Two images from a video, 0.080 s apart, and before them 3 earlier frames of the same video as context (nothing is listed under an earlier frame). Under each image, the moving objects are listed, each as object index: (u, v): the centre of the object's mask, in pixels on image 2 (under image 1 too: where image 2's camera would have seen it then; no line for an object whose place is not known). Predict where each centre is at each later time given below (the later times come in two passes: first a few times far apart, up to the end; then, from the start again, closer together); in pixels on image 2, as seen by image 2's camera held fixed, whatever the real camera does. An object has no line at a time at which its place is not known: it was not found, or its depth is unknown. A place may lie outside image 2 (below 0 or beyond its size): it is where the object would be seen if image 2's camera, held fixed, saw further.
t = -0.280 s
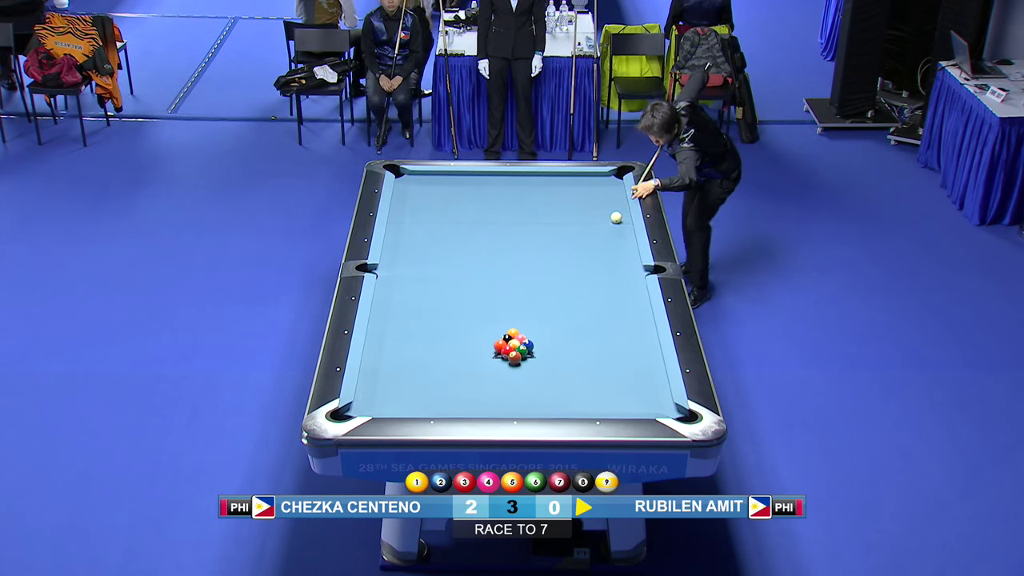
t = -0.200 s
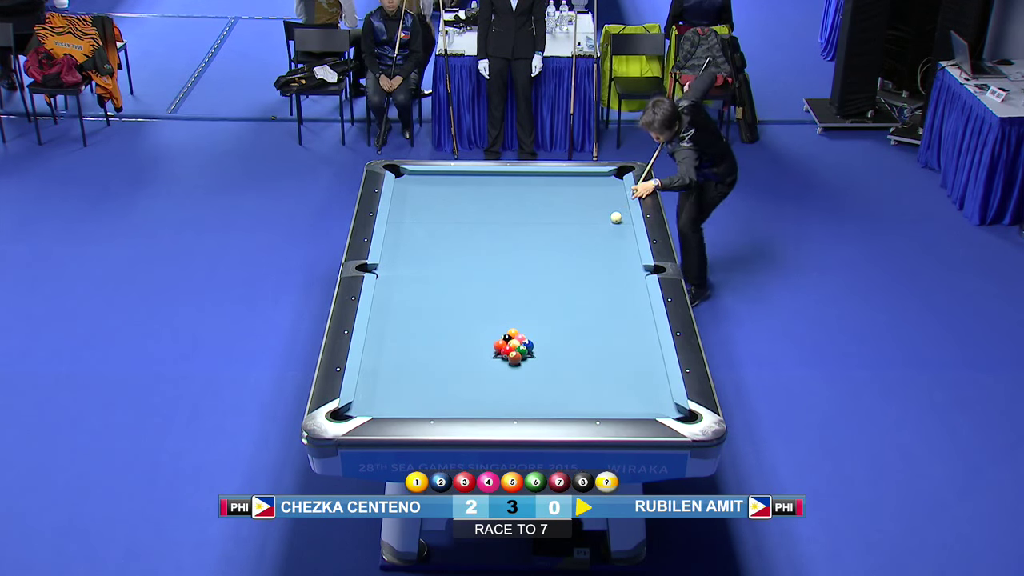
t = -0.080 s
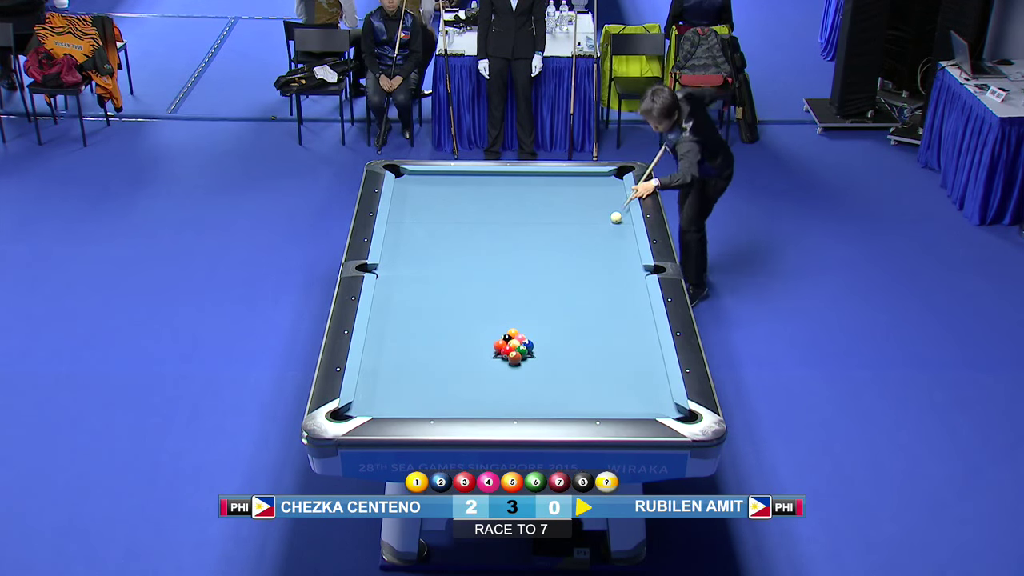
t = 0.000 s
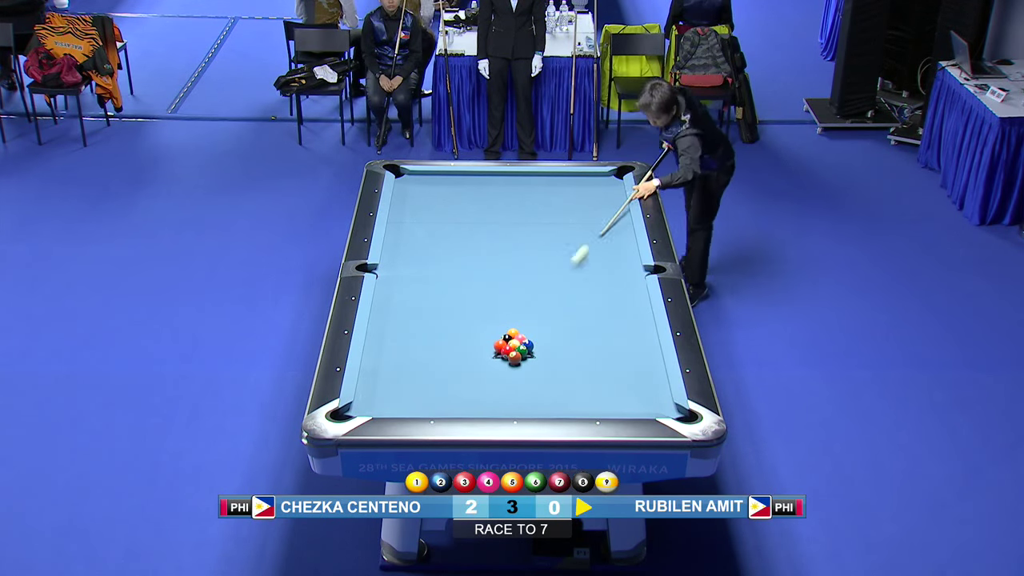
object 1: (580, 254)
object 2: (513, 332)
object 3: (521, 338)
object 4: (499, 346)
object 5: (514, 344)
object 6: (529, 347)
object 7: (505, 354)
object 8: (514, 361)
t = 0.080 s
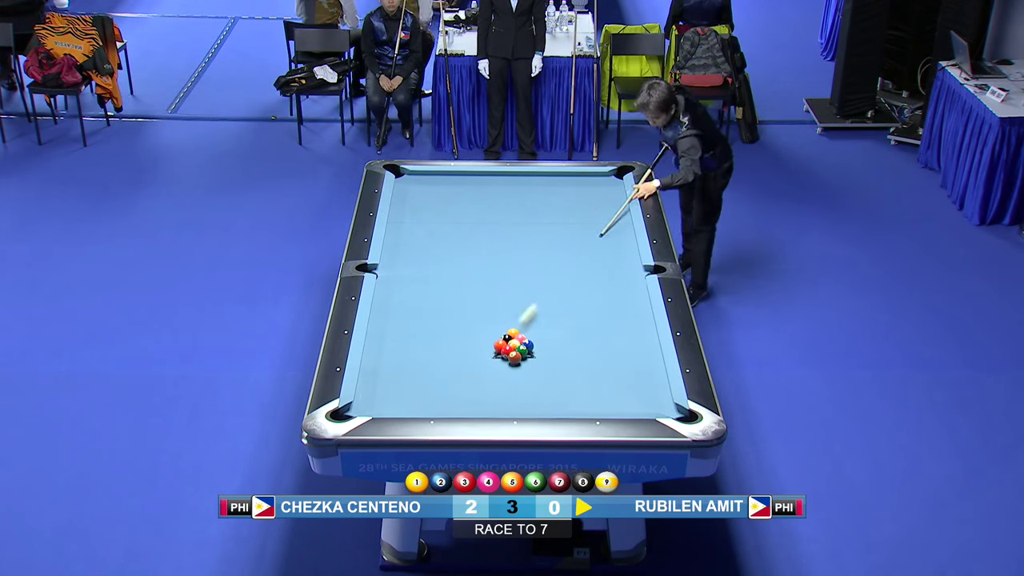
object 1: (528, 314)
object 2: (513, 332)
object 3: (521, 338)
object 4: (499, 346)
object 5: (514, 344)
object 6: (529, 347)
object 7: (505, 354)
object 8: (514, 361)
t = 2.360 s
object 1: (532, 315)
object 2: (476, 306)
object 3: (589, 328)
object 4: (402, 298)
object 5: (520, 351)
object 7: (450, 365)
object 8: (447, 401)
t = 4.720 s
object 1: (531, 315)
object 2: (569, 344)
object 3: (596, 327)
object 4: (523, 266)
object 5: (520, 350)
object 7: (432, 342)
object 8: (423, 399)
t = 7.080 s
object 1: (532, 315)
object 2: (589, 353)
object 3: (596, 327)
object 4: (564, 255)
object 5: (520, 351)
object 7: (432, 342)
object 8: (423, 399)
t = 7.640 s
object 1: (532, 315)
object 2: (589, 353)
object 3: (596, 327)
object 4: (563, 255)
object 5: (520, 350)
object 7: (432, 342)
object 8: (423, 399)
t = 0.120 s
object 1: (519, 323)
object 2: (506, 329)
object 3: (522, 339)
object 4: (474, 354)
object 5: (515, 346)
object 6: (536, 351)
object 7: (506, 357)
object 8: (519, 367)
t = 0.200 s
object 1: (523, 318)
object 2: (489, 323)
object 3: (525, 339)
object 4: (388, 382)
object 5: (515, 347)
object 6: (567, 365)
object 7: (503, 363)
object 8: (540, 393)
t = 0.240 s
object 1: (524, 319)
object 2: (481, 319)
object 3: (527, 339)
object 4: (369, 393)
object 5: (515, 347)
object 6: (582, 371)
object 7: (501, 366)
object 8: (550, 405)
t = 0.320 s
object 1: (527, 318)
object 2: (467, 312)
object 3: (531, 339)
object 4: (431, 407)
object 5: (516, 348)
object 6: (610, 383)
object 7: (499, 372)
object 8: (560, 397)
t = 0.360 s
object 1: (528, 318)
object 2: (460, 308)
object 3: (533, 338)
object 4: (457, 403)
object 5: (516, 348)
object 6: (624, 389)
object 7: (497, 374)
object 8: (558, 396)
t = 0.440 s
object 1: (530, 317)
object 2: (447, 302)
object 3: (536, 338)
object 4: (507, 390)
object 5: (517, 348)
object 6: (652, 400)
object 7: (495, 380)
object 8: (549, 399)
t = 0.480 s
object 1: (530, 316)
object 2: (441, 298)
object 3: (538, 338)
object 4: (532, 385)
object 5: (517, 349)
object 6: (665, 406)
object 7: (493, 383)
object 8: (545, 399)
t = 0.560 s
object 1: (531, 316)
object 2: (428, 292)
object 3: (541, 337)
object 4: (576, 374)
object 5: (518, 349)
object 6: (687, 416)
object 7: (491, 389)
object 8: (539, 403)
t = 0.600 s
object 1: (531, 316)
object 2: (423, 288)
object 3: (543, 337)
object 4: (597, 370)
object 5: (518, 349)
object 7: (489, 392)
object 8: (535, 403)
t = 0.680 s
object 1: (531, 316)
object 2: (410, 282)
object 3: (546, 336)
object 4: (636, 361)
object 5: (518, 350)
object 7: (486, 398)
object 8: (530, 404)
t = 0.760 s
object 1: (531, 316)
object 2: (399, 276)
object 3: (549, 335)
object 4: (649, 360)
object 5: (519, 350)
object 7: (484, 403)
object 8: (524, 405)
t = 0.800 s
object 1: (531, 316)
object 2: (393, 273)
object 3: (551, 335)
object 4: (635, 358)
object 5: (519, 350)
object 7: (483, 405)
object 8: (521, 405)
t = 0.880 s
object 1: (531, 315)
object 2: (383, 267)
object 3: (554, 335)
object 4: (611, 354)
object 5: (519, 350)
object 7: (480, 407)
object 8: (515, 407)
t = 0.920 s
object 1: (531, 315)
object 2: (385, 268)
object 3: (555, 334)
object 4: (599, 353)
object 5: (519, 350)
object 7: (479, 406)
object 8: (512, 407)
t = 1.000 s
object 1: (531, 315)
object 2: (393, 272)
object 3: (558, 334)
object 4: (579, 350)
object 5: (520, 350)
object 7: (477, 404)
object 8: (507, 407)
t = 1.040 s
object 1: (531, 315)
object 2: (396, 273)
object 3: (559, 333)
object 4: (569, 347)
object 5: (520, 350)
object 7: (476, 403)
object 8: (505, 407)
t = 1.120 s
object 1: (532, 315)
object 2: (403, 276)
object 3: (562, 333)
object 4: (552, 344)
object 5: (520, 350)
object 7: (474, 400)
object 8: (501, 407)
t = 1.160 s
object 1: (532, 315)
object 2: (405, 277)
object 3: (563, 333)
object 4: (544, 342)
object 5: (520, 350)
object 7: (473, 398)
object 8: (498, 406)
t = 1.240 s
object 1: (532, 315)
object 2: (410, 279)
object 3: (565, 332)
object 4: (529, 338)
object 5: (520, 351)
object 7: (471, 395)
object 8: (494, 406)
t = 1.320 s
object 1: (531, 315)
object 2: (415, 281)
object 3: (568, 332)
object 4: (514, 335)
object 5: (520, 350)
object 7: (469, 393)
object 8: (490, 406)
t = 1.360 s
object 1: (531, 315)
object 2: (418, 282)
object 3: (569, 332)
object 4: (506, 333)
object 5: (520, 350)
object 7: (468, 392)
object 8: (488, 405)
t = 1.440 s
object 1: (532, 315)
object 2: (423, 284)
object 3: (571, 331)
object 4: (491, 329)
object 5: (520, 351)
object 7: (466, 389)
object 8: (484, 405)
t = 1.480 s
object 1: (532, 315)
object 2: (425, 285)
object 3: (572, 331)
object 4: (484, 328)
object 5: (520, 351)
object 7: (465, 387)
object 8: (482, 405)
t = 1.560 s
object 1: (532, 315)
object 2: (430, 287)
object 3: (574, 330)
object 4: (470, 324)
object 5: (520, 351)
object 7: (463, 385)
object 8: (478, 404)
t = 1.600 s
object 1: (531, 315)
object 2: (432, 288)
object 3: (575, 330)
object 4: (463, 323)
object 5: (520, 351)
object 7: (463, 384)
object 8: (476, 404)
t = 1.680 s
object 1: (532, 315)
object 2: (437, 290)
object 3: (577, 330)
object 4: (449, 319)
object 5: (520, 351)
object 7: (461, 382)
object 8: (473, 404)
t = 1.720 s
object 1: (532, 315)
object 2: (440, 291)
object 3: (578, 330)
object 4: (442, 318)
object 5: (520, 351)
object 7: (460, 380)
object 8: (471, 404)
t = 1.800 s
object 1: (532, 315)
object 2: (444, 293)
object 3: (579, 330)
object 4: (428, 314)
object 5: (520, 351)
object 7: (459, 378)
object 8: (468, 404)
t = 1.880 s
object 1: (532, 315)
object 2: (449, 295)
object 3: (581, 329)
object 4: (415, 311)
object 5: (520, 351)
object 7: (457, 376)
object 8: (464, 403)
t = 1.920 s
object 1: (532, 315)
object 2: (451, 296)
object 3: (582, 329)
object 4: (408, 310)
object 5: (520, 351)
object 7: (457, 375)
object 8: (463, 403)
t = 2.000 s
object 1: (532, 315)
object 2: (456, 298)
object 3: (584, 329)
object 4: (396, 306)
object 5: (520, 351)
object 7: (455, 373)
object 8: (460, 403)
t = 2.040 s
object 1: (531, 315)
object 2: (458, 299)
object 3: (584, 329)
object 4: (389, 305)
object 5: (520, 351)
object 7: (454, 372)
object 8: (458, 403)
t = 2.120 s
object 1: (532, 315)
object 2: (463, 301)
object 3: (586, 328)
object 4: (377, 302)
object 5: (520, 351)
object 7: (453, 370)
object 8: (455, 403)
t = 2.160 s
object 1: (532, 315)
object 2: (465, 302)
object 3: (586, 328)
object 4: (383, 301)
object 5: (520, 351)
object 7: (453, 370)
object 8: (454, 403)
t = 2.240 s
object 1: (532, 315)
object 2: (470, 304)
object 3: (588, 328)
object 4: (392, 300)
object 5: (519, 351)
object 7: (451, 368)
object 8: (451, 402)
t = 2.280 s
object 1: (532, 315)
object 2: (472, 305)
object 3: (588, 328)
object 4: (396, 300)
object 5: (519, 351)
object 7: (451, 367)
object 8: (450, 402)
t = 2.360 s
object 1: (532, 315)
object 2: (476, 306)
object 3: (589, 328)
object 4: (402, 298)
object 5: (520, 351)
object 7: (450, 365)
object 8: (447, 401)
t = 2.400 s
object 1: (532, 315)
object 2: (478, 307)
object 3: (590, 328)
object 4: (404, 297)
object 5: (519, 351)
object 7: (449, 364)
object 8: (446, 402)
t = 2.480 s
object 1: (532, 315)
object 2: (482, 309)
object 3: (591, 328)
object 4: (410, 295)
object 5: (520, 351)
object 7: (448, 363)
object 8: (444, 401)
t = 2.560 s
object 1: (532, 315)
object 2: (487, 311)
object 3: (592, 327)
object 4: (415, 294)
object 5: (519, 351)
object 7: (447, 361)
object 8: (442, 401)
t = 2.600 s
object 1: (532, 315)
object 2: (489, 312)
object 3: (592, 327)
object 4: (418, 293)
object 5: (520, 351)
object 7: (446, 360)
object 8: (441, 401)
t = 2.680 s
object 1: (531, 315)
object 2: (493, 313)
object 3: (593, 327)
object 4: (424, 292)
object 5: (519, 351)
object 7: (445, 359)
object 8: (439, 401)
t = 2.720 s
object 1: (531, 315)
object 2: (495, 314)
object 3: (593, 327)
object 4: (426, 291)
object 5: (519, 351)
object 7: (445, 358)
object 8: (438, 401)
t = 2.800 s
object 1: (531, 315)
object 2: (499, 316)
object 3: (594, 327)
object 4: (431, 290)
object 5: (520, 351)
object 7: (444, 357)
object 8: (436, 400)
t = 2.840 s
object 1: (531, 315)
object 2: (501, 316)
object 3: (594, 327)
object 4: (434, 289)
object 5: (520, 351)
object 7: (444, 356)
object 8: (435, 400)
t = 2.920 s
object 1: (532, 315)
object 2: (505, 318)
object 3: (594, 327)
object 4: (439, 288)
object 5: (520, 351)
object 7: (443, 355)
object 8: (433, 400)
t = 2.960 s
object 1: (531, 315)
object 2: (506, 319)
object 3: (595, 327)
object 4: (441, 287)
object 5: (520, 351)
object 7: (442, 354)
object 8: (432, 400)
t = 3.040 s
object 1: (531, 315)
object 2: (510, 320)
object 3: (595, 327)
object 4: (446, 286)
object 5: (519, 351)
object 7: (441, 353)
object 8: (431, 400)
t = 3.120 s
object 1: (531, 315)
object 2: (514, 322)
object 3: (595, 327)
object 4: (451, 285)
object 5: (519, 351)
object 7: (441, 352)
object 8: (430, 400)
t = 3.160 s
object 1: (532, 315)
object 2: (515, 322)
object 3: (595, 327)
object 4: (453, 284)
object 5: (520, 351)
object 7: (440, 352)
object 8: (429, 400)
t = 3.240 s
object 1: (532, 315)
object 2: (519, 324)
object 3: (595, 327)
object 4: (458, 283)
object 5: (520, 351)
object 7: (439, 351)
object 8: (428, 400)
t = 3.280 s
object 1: (532, 315)
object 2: (520, 325)
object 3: (595, 327)
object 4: (460, 282)
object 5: (520, 351)
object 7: (439, 350)
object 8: (427, 400)
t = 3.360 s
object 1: (532, 315)
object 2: (524, 326)
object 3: (596, 327)
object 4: (465, 281)
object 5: (520, 351)
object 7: (438, 349)
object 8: (427, 399)
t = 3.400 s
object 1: (532, 315)
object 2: (526, 326)
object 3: (596, 327)
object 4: (467, 281)
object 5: (520, 351)
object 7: (438, 349)
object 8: (426, 399)
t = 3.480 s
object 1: (532, 315)
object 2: (529, 328)
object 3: (596, 327)
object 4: (471, 280)
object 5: (519, 351)
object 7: (437, 348)
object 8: (426, 399)
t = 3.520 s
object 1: (532, 315)
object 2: (530, 328)
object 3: (596, 327)
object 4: (473, 279)
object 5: (520, 351)
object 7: (437, 348)
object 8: (425, 399)
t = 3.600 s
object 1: (532, 315)
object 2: (534, 330)
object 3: (596, 327)
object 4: (477, 278)
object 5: (520, 351)
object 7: (436, 347)
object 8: (425, 399)
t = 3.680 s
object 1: (532, 315)
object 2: (537, 331)
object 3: (596, 327)
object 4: (481, 277)
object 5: (520, 351)
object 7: (435, 346)
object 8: (424, 399)
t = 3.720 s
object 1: (532, 315)
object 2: (538, 332)
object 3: (596, 327)
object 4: (483, 277)
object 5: (520, 351)
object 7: (435, 346)
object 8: (424, 399)
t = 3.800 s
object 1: (532, 315)
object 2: (541, 333)
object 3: (596, 327)
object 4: (487, 276)
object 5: (519, 351)
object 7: (434, 345)
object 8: (423, 398)
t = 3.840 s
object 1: (532, 315)
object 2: (542, 334)
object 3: (596, 327)
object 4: (489, 275)
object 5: (520, 351)
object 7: (434, 345)
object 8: (423, 398)
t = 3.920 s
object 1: (532, 315)
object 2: (545, 335)
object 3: (596, 327)
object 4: (492, 274)
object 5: (520, 351)
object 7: (434, 344)
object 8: (423, 399)
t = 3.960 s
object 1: (531, 315)
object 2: (547, 335)
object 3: (596, 327)
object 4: (494, 274)
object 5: (519, 351)
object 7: (434, 344)
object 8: (423, 399)
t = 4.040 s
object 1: (532, 315)
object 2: (549, 336)
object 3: (596, 327)
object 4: (497, 273)
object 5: (519, 351)
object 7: (433, 344)
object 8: (423, 399)
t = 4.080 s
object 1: (532, 315)
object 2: (551, 337)
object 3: (596, 327)
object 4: (499, 272)
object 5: (520, 351)
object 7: (433, 343)
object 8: (423, 399)
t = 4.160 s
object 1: (532, 315)
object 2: (553, 338)
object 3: (596, 327)
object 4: (502, 272)
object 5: (519, 351)
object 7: (433, 343)
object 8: (423, 399)
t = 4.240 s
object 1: (532, 315)
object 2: (556, 339)
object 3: (596, 327)
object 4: (506, 271)
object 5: (520, 351)
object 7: (432, 343)
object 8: (423, 399)
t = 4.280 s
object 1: (532, 315)
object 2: (557, 340)
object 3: (596, 327)
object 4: (507, 270)
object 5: (520, 351)
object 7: (432, 343)
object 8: (423, 399)
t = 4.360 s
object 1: (532, 315)
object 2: (559, 341)
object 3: (596, 327)
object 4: (510, 269)
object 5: (520, 351)
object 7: (432, 342)
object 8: (423, 399)
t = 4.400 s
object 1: (532, 315)
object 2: (560, 341)
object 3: (596, 327)
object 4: (512, 269)
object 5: (519, 351)
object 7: (432, 342)
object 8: (423, 399)
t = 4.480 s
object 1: (532, 315)
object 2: (562, 342)
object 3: (596, 327)
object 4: (515, 268)
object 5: (520, 351)
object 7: (432, 342)
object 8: (423, 399)
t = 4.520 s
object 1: (532, 315)
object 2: (564, 342)
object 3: (596, 327)
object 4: (516, 268)
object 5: (520, 350)
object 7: (432, 342)
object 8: (423, 398)
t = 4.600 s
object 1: (532, 315)
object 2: (566, 343)
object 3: (596, 327)
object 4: (519, 267)
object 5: (520, 350)
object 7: (432, 342)
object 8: (423, 399)
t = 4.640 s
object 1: (532, 315)
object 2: (567, 344)
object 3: (596, 327)
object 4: (520, 266)
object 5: (519, 350)
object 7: (432, 342)
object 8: (423, 398)
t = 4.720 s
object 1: (531, 315)
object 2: (569, 344)
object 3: (596, 327)
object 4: (523, 266)
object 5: (520, 350)
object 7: (432, 342)
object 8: (423, 399)
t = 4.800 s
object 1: (531, 315)
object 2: (570, 345)
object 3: (596, 327)
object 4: (526, 265)
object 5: (520, 350)
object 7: (432, 342)
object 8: (423, 399)
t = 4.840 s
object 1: (531, 315)
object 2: (571, 346)
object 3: (596, 327)
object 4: (527, 265)
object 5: (520, 350)
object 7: (432, 342)
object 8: (423, 399)
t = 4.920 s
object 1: (531, 315)
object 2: (573, 346)
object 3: (596, 327)
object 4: (529, 264)
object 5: (520, 350)
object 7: (432, 342)
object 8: (423, 399)
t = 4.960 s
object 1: (531, 315)
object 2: (574, 347)
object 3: (596, 327)
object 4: (530, 264)
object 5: (520, 351)
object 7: (432, 342)
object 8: (423, 399)
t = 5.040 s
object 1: (531, 315)
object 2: (576, 347)
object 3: (596, 327)
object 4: (533, 263)
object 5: (520, 351)
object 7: (432, 342)
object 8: (423, 399)
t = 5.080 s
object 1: (531, 315)
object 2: (576, 348)
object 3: (596, 327)
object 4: (534, 263)
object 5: (519, 350)
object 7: (432, 342)
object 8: (423, 399)
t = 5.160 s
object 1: (531, 315)
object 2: (578, 348)
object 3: (596, 327)
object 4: (536, 262)
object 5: (520, 351)
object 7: (432, 342)
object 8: (423, 399)
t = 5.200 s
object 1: (531, 315)
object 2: (579, 349)
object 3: (596, 327)
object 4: (537, 262)
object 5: (519, 350)
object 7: (432, 342)
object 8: (423, 399)
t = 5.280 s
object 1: (531, 315)
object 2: (580, 349)
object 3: (596, 327)
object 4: (539, 262)
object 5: (520, 350)
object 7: (432, 342)
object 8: (423, 399)
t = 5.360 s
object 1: (531, 315)
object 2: (581, 350)
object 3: (596, 327)
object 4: (541, 261)
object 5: (520, 350)
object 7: (432, 342)
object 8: (423, 399)
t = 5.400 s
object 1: (531, 315)
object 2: (582, 350)
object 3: (596, 327)
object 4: (542, 261)
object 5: (520, 350)
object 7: (432, 342)
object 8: (423, 399)
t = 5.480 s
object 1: (531, 315)
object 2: (583, 351)
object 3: (596, 327)
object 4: (544, 260)
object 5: (519, 350)
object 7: (432, 342)
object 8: (423, 399)
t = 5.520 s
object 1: (531, 315)
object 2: (583, 351)
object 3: (596, 327)
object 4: (545, 260)
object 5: (520, 350)
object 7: (432, 342)
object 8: (423, 399)
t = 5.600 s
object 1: (531, 315)
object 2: (584, 351)
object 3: (596, 327)
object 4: (546, 260)
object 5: (520, 350)
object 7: (432, 342)
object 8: (424, 399)
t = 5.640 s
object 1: (531, 315)
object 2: (585, 352)
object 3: (596, 327)
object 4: (547, 259)
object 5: (520, 350)
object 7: (432, 342)
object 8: (423, 399)
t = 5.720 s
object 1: (531, 315)
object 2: (586, 352)
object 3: (596, 327)
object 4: (549, 259)
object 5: (520, 350)
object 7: (432, 342)
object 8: (423, 399)
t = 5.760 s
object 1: (531, 315)
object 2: (586, 352)
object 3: (596, 327)
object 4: (550, 259)
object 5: (520, 350)
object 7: (432, 342)
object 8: (423, 399)
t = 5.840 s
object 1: (531, 315)
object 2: (587, 352)
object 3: (596, 327)
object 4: (551, 258)
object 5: (520, 351)
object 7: (432, 342)
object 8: (423, 399)
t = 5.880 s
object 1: (532, 315)
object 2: (587, 352)
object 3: (596, 327)
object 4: (552, 258)
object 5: (520, 350)
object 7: (432, 342)
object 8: (423, 399)
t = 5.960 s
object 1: (531, 315)
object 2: (588, 353)
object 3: (596, 327)
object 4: (553, 258)
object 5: (520, 350)
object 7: (432, 342)
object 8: (423, 399)
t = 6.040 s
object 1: (531, 315)
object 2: (588, 353)
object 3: (596, 327)
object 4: (554, 257)
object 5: (520, 351)
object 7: (432, 342)
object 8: (424, 399)
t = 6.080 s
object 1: (531, 315)
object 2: (588, 353)
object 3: (596, 327)
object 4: (555, 257)
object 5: (520, 350)
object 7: (432, 342)
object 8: (423, 399)
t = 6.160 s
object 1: (531, 315)
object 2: (589, 353)
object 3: (596, 327)
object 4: (556, 257)
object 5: (519, 350)
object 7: (432, 342)
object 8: (423, 399)
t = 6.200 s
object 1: (532, 315)
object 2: (589, 353)
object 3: (596, 327)
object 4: (557, 257)
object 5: (520, 350)
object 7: (432, 342)
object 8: (423, 399)
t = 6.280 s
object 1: (532, 315)
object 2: (589, 353)
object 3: (596, 327)
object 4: (558, 257)
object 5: (520, 350)
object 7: (432, 342)
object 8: (423, 399)
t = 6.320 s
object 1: (531, 315)
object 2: (589, 354)
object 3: (596, 327)
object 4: (558, 256)
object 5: (520, 350)
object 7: (432, 342)
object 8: (423, 399)
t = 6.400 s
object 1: (531, 315)
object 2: (589, 354)
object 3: (596, 327)
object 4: (559, 256)
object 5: (519, 350)
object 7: (432, 342)
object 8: (423, 399)
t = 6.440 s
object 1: (531, 315)
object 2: (589, 354)
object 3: (596, 327)
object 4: (560, 256)
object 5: (520, 350)
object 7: (432, 342)
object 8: (423, 399)
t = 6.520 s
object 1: (532, 315)
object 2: (589, 353)
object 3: (596, 327)
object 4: (561, 256)
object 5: (519, 350)
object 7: (432, 342)
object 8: (423, 399)
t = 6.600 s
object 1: (532, 315)
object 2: (589, 353)
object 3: (596, 327)
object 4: (561, 256)
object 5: (519, 350)
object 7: (432, 342)
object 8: (423, 399)
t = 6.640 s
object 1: (532, 315)
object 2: (589, 354)
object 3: (596, 327)
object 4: (562, 255)
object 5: (520, 351)
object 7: (432, 342)
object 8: (423, 399)
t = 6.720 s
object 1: (532, 315)
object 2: (589, 353)
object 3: (596, 327)
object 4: (562, 255)
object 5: (520, 350)
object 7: (432, 342)
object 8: (423, 399)
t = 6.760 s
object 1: (532, 315)
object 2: (589, 353)
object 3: (596, 327)
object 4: (562, 255)
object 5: (520, 351)
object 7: (432, 342)
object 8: (423, 399)
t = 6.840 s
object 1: (532, 315)
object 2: (589, 353)
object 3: (596, 327)
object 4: (563, 255)
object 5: (520, 350)
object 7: (432, 342)
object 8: (423, 399)
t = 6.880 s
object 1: (532, 315)
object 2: (589, 353)
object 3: (596, 327)
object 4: (563, 255)
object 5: (520, 350)
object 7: (432, 342)
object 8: (423, 399)
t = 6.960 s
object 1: (532, 315)
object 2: (589, 353)
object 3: (596, 327)
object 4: (563, 255)
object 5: (520, 351)
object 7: (432, 342)
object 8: (423, 399)
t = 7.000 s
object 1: (532, 315)
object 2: (589, 353)
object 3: (596, 327)
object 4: (564, 255)
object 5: (520, 350)
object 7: (432, 342)
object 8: (423, 399)
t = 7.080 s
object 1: (532, 315)
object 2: (589, 353)
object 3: (596, 327)
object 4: (564, 255)
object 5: (520, 351)
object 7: (432, 342)
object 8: (423, 399)
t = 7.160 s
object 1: (532, 315)
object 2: (589, 353)
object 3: (596, 327)
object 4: (564, 255)
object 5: (520, 350)
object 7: (432, 342)
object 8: (423, 399)
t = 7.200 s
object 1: (532, 315)
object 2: (589, 353)
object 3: (596, 327)
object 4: (564, 255)
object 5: (520, 351)
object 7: (432, 342)
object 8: (423, 399)
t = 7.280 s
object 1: (532, 315)
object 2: (589, 353)
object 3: (596, 327)
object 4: (563, 255)
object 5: (520, 350)
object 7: (432, 342)
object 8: (423, 399)
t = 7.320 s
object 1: (532, 315)
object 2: (589, 353)
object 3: (596, 327)
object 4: (563, 255)
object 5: (520, 350)
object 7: (432, 342)
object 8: (423, 399)
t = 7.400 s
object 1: (532, 315)
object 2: (589, 353)
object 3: (596, 327)
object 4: (563, 255)
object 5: (520, 350)
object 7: (432, 342)
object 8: (423, 399)
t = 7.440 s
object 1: (532, 315)
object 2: (589, 353)
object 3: (596, 327)
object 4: (563, 255)
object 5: (520, 350)
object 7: (432, 342)
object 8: (423, 399)
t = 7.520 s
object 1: (532, 315)
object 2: (589, 353)
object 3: (596, 327)
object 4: (563, 255)
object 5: (520, 350)
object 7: (432, 342)
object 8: (423, 399)
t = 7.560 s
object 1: (532, 315)
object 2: (589, 353)
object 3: (596, 327)
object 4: (563, 255)
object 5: (520, 350)
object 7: (432, 342)
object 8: (423, 399)
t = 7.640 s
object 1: (532, 315)
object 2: (589, 353)
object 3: (596, 327)
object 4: (563, 255)
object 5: (520, 350)
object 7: (432, 342)
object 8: (423, 399)
